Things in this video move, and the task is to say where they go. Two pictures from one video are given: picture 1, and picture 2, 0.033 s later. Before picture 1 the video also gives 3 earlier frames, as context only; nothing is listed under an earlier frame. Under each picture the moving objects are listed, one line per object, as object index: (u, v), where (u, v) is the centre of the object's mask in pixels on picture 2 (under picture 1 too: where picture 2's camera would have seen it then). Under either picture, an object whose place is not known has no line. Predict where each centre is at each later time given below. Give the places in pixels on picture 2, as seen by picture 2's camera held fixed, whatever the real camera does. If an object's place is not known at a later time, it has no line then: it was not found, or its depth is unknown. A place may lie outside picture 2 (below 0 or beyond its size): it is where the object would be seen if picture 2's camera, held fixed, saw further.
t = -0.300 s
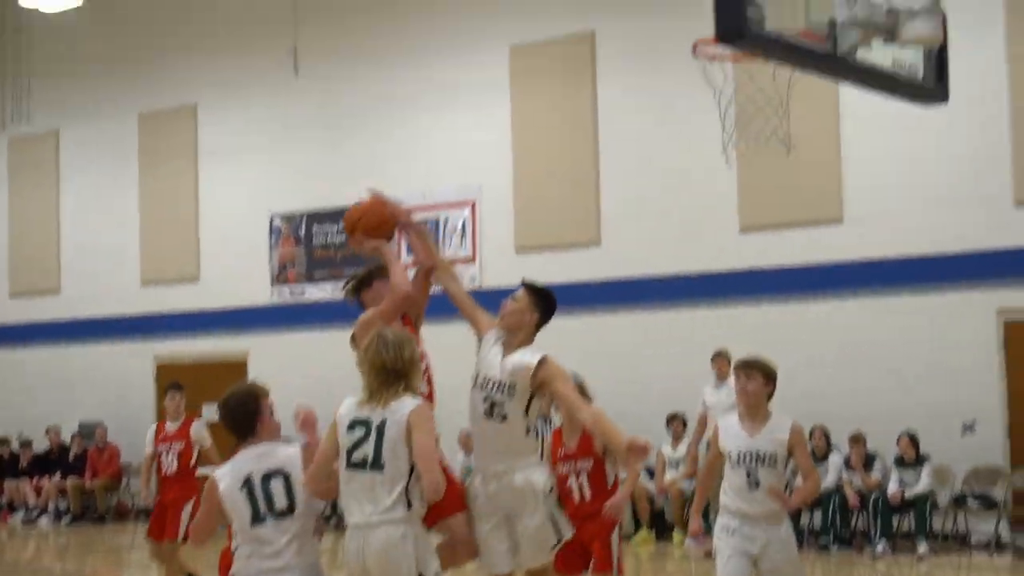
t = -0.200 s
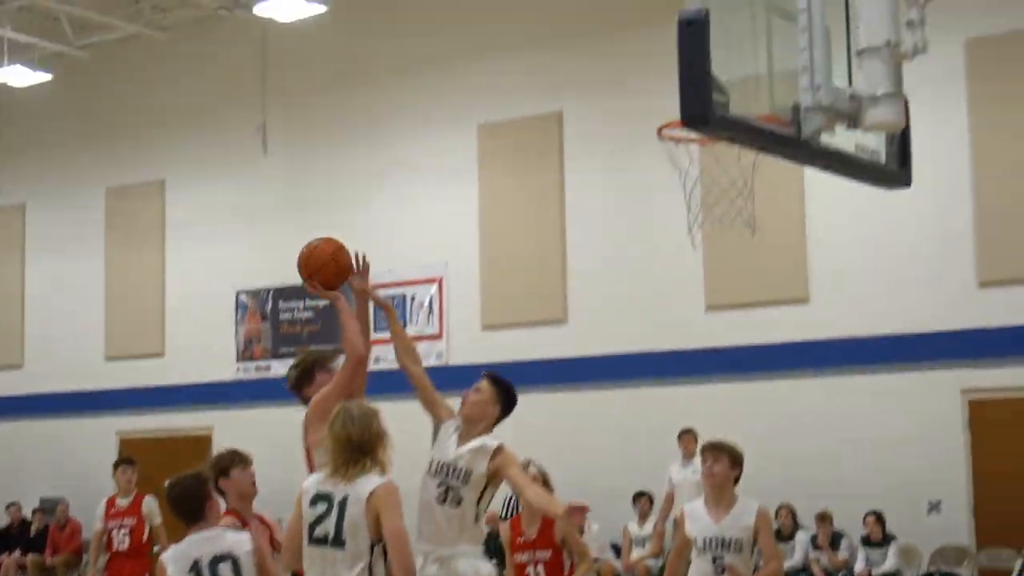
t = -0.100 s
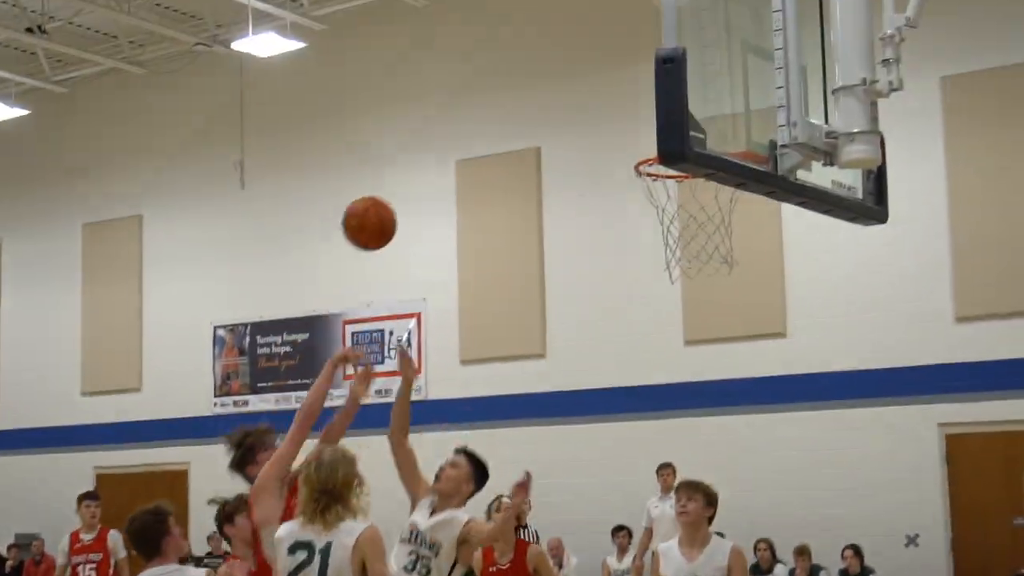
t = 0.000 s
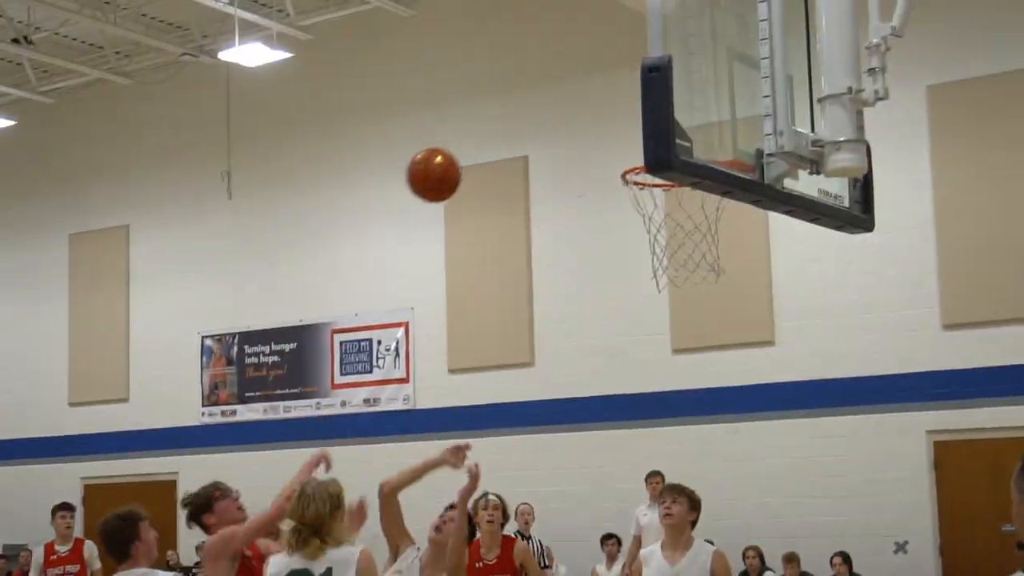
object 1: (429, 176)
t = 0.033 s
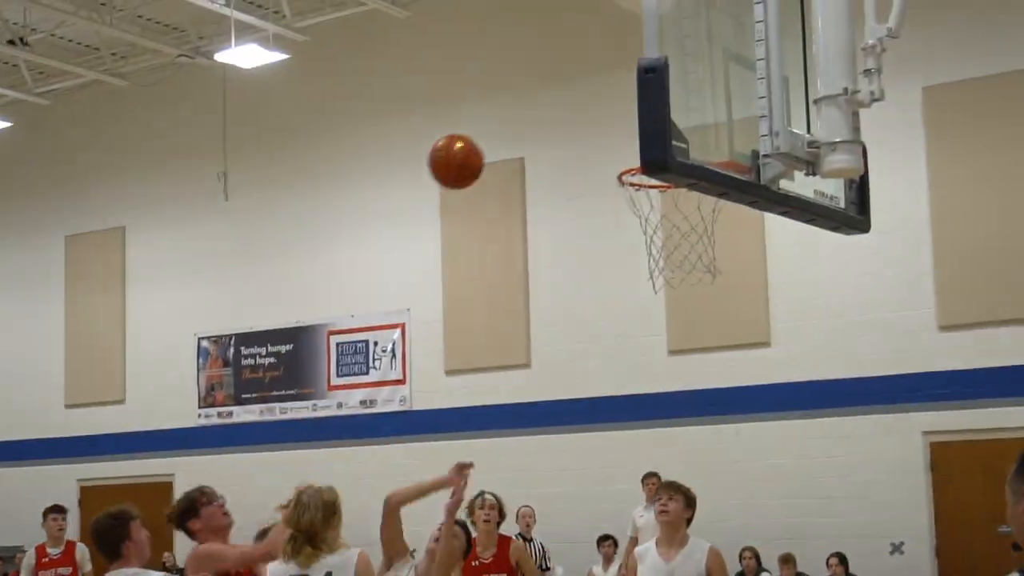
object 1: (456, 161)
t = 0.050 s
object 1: (469, 156)
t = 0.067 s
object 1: (483, 149)
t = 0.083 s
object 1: (498, 143)
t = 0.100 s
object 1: (512, 139)
